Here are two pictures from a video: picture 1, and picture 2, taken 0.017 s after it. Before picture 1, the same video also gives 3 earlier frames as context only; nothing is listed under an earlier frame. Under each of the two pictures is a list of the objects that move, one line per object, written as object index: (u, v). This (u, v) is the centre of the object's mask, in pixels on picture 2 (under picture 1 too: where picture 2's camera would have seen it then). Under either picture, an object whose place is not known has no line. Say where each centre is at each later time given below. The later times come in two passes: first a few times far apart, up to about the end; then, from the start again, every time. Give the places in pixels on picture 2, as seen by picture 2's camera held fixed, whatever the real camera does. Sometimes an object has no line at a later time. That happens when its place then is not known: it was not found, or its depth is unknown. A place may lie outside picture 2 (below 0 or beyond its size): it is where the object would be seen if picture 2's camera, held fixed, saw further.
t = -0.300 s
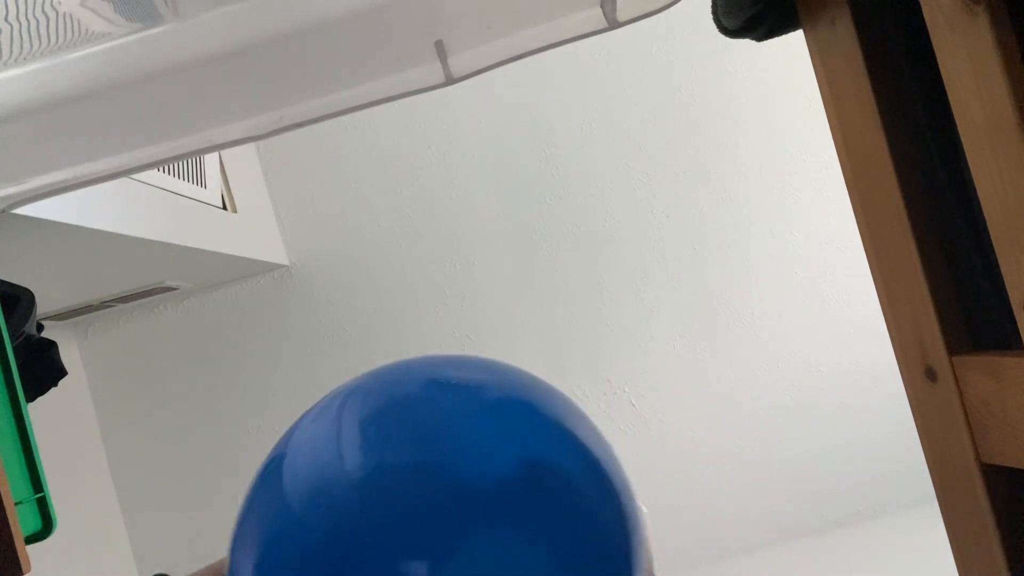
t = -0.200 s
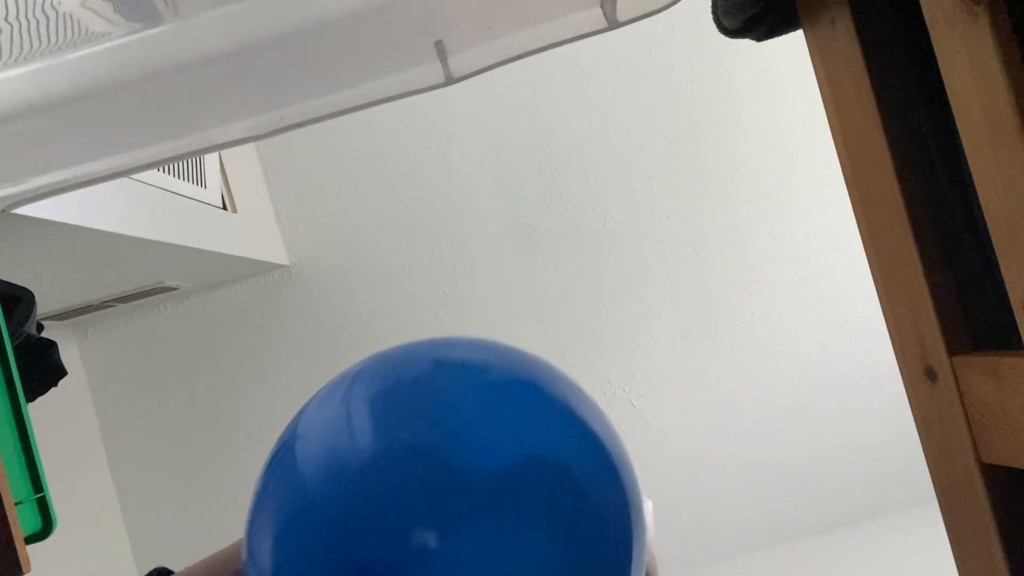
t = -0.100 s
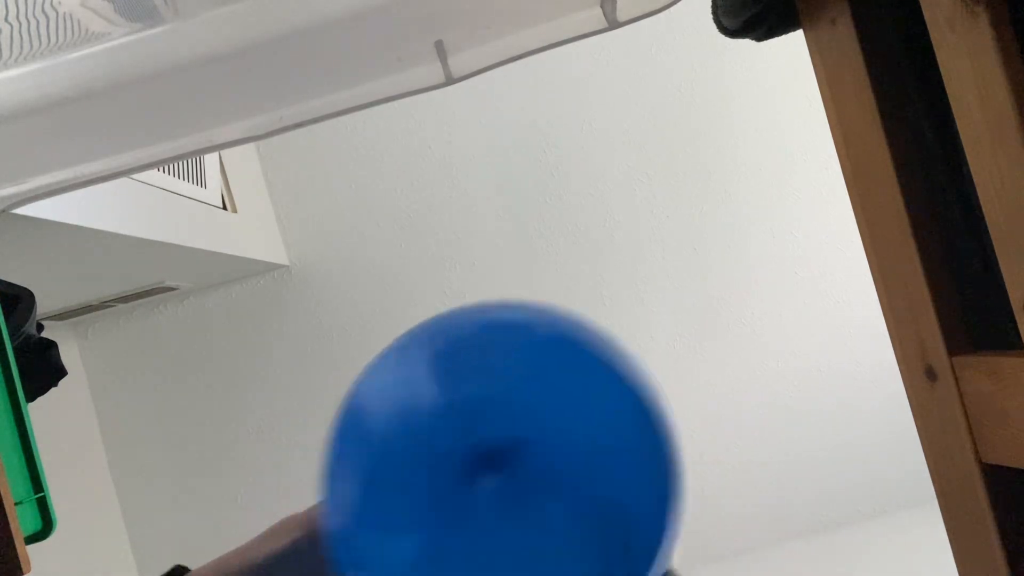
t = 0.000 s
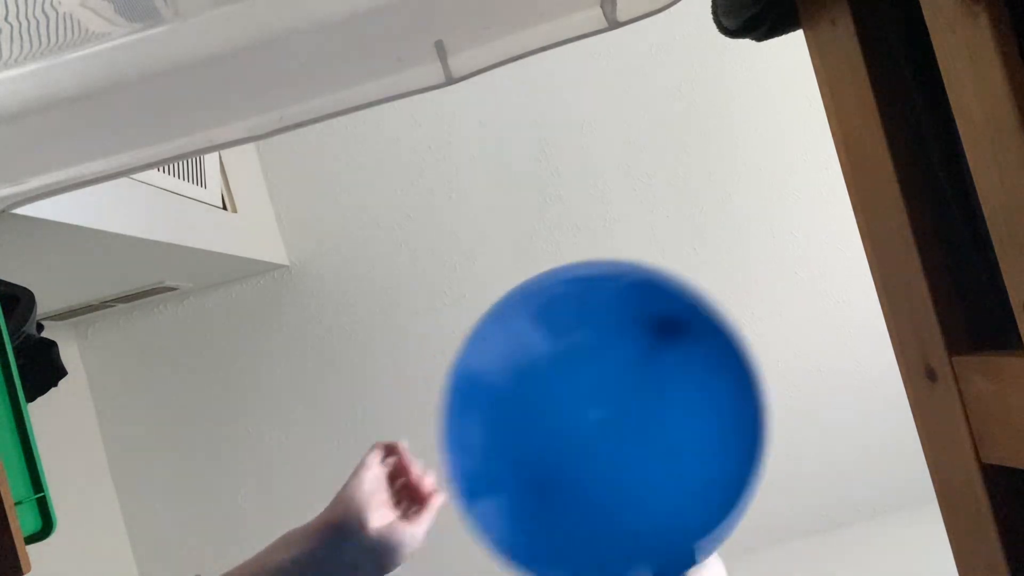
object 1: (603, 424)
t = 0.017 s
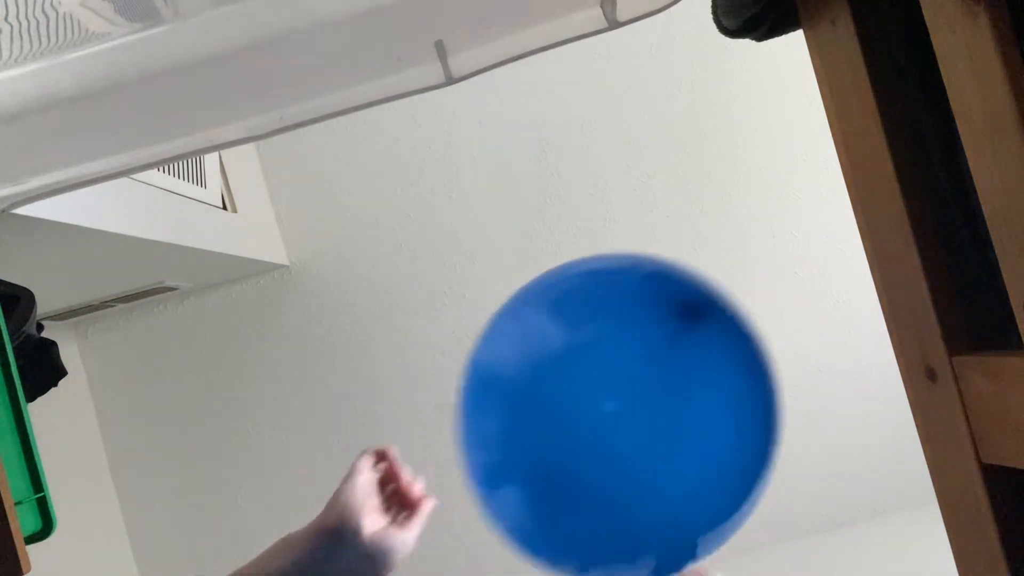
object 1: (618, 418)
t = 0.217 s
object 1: (751, 341)
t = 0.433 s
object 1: (587, 408)
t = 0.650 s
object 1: (422, 462)
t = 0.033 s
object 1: (632, 411)
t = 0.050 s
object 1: (646, 403)
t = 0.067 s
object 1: (659, 395)
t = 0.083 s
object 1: (672, 388)
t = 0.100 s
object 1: (684, 381)
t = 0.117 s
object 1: (696, 374)
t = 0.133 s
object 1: (708, 367)
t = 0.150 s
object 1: (720, 360)
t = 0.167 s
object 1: (732, 354)
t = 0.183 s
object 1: (744, 347)
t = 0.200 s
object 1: (755, 340)
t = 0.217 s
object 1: (751, 341)
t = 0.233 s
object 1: (737, 346)
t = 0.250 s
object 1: (723, 351)
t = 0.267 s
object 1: (710, 357)
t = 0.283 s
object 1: (698, 362)
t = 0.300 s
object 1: (685, 366)
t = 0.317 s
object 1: (672, 372)
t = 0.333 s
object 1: (660, 377)
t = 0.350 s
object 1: (648, 382)
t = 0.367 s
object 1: (635, 387)
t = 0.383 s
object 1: (623, 392)
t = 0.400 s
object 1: (611, 398)
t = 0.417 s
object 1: (599, 403)
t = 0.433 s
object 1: (587, 408)
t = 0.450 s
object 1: (575, 413)
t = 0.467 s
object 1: (563, 418)
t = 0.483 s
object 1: (551, 422)
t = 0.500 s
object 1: (539, 426)
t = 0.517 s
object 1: (527, 431)
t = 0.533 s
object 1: (514, 435)
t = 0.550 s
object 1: (501, 439)
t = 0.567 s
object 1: (488, 443)
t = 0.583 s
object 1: (476, 447)
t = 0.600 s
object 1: (463, 451)
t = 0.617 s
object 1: (449, 455)
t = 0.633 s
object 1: (436, 458)
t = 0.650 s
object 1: (422, 462)
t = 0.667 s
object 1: (409, 465)
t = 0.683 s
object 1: (396, 468)
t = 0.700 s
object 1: (382, 472)
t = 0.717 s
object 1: (369, 475)
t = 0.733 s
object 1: (355, 478)
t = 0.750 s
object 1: (341, 481)
